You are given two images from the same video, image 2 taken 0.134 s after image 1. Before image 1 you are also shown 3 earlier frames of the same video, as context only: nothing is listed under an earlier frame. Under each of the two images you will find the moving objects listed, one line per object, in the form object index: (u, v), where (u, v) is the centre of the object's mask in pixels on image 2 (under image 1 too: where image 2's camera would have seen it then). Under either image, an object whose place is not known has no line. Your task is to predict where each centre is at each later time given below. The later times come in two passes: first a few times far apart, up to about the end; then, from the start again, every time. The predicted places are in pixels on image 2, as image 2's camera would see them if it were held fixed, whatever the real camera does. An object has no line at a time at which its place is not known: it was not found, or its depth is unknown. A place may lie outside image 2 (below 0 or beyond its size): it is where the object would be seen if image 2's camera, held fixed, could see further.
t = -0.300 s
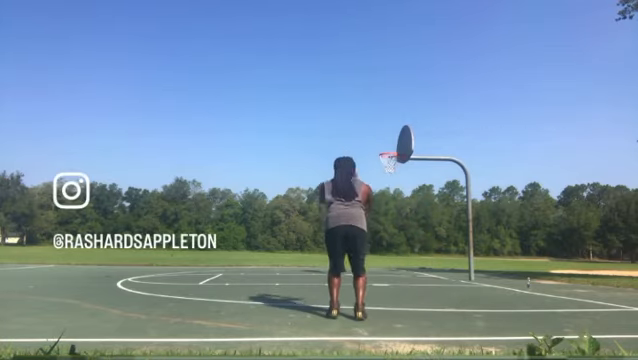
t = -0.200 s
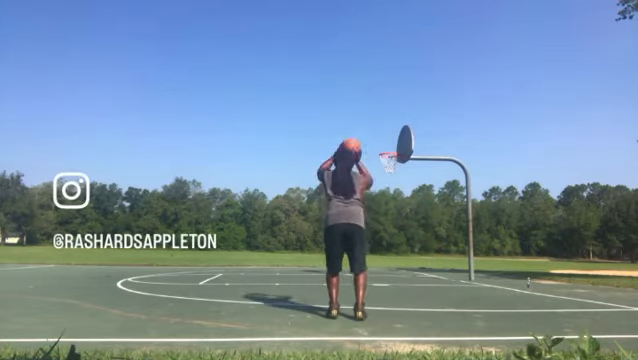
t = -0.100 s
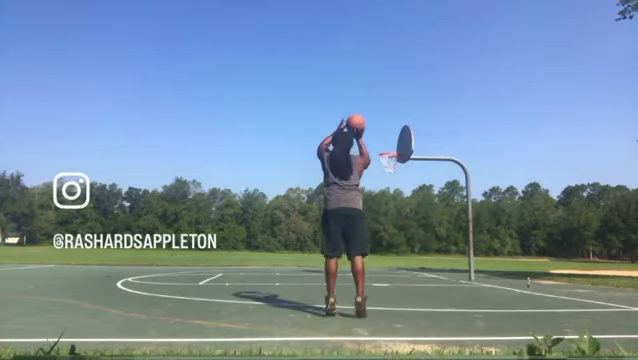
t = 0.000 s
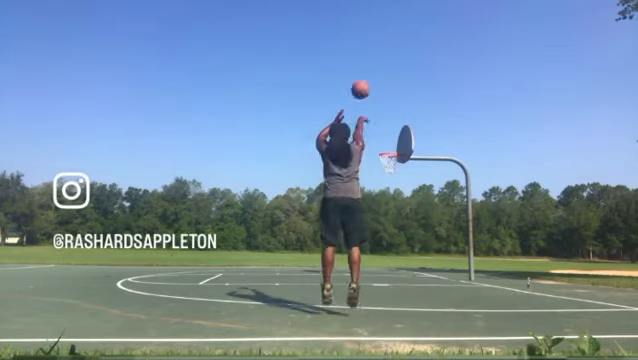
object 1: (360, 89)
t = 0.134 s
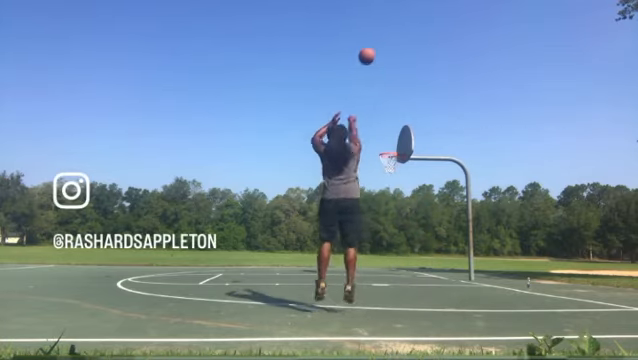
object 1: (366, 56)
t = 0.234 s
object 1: (370, 42)
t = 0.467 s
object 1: (377, 36)
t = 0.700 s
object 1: (382, 57)
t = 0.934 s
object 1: (385, 95)
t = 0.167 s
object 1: (368, 50)
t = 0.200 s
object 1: (369, 45)
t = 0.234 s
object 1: (370, 42)
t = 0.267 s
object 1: (371, 39)
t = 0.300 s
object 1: (372, 37)
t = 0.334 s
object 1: (373, 36)
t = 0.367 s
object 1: (374, 35)
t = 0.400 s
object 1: (375, 35)
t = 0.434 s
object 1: (376, 35)
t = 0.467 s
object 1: (377, 36)
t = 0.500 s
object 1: (378, 38)
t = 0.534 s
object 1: (378, 40)
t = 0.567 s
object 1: (379, 43)
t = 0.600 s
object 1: (380, 46)
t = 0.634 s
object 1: (380, 50)
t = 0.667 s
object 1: (381, 53)
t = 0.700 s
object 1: (382, 57)
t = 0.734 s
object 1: (382, 62)
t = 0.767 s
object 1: (383, 67)
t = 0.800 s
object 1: (384, 72)
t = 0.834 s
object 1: (384, 77)
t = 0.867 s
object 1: (385, 83)
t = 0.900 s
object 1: (385, 89)
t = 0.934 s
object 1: (385, 95)
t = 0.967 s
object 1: (386, 101)
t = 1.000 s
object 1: (386, 108)
